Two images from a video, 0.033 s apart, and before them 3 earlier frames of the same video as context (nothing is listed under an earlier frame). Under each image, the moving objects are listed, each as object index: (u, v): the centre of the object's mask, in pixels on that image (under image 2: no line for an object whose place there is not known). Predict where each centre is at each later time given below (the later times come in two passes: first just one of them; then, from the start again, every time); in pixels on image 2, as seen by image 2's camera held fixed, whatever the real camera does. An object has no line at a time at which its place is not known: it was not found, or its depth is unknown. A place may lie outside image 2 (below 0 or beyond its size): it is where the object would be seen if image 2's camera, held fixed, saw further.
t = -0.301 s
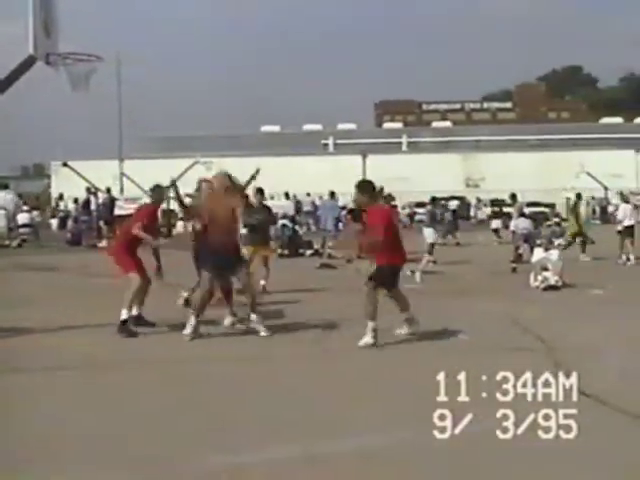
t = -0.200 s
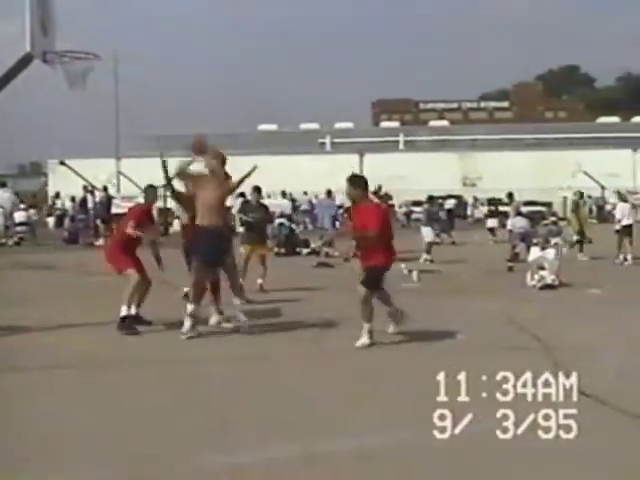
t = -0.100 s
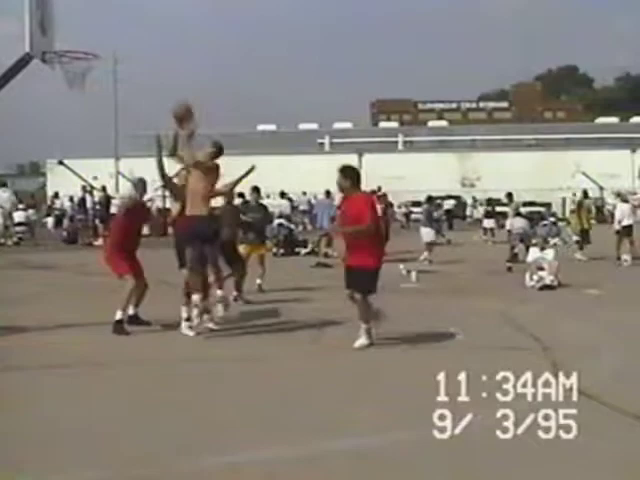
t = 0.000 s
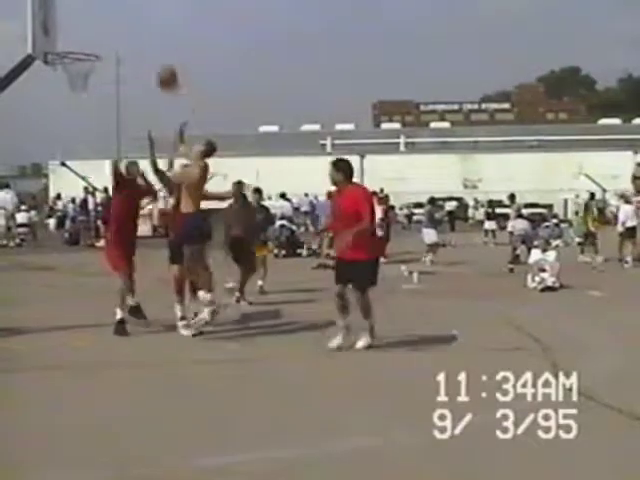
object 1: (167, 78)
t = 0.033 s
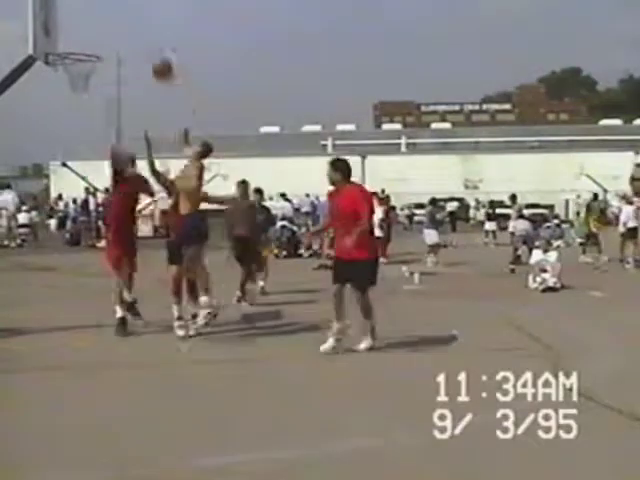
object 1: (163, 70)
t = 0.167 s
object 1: (139, 39)
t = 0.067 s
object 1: (157, 60)
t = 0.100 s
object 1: (151, 52)
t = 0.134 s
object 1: (145, 45)
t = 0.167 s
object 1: (139, 39)
